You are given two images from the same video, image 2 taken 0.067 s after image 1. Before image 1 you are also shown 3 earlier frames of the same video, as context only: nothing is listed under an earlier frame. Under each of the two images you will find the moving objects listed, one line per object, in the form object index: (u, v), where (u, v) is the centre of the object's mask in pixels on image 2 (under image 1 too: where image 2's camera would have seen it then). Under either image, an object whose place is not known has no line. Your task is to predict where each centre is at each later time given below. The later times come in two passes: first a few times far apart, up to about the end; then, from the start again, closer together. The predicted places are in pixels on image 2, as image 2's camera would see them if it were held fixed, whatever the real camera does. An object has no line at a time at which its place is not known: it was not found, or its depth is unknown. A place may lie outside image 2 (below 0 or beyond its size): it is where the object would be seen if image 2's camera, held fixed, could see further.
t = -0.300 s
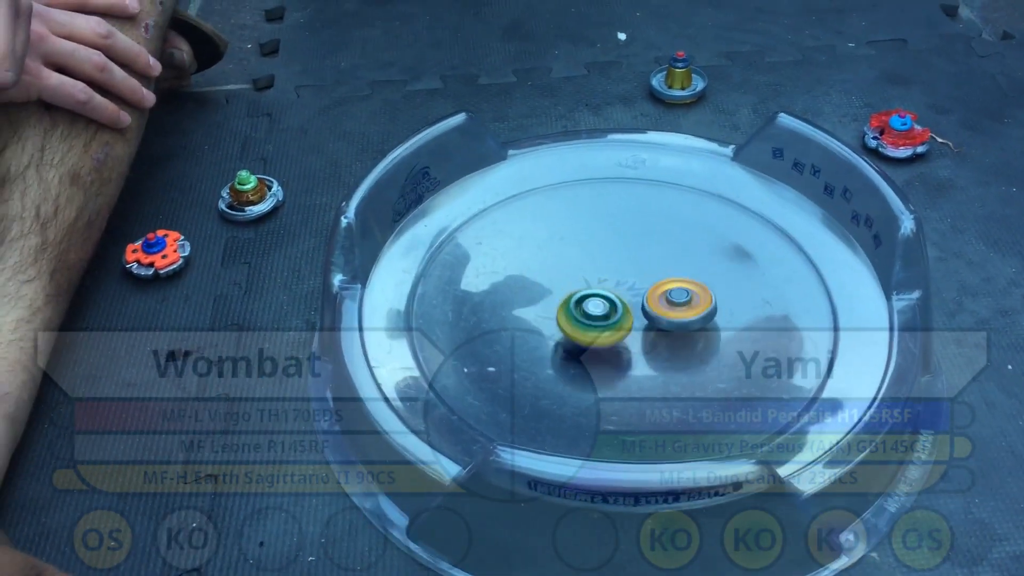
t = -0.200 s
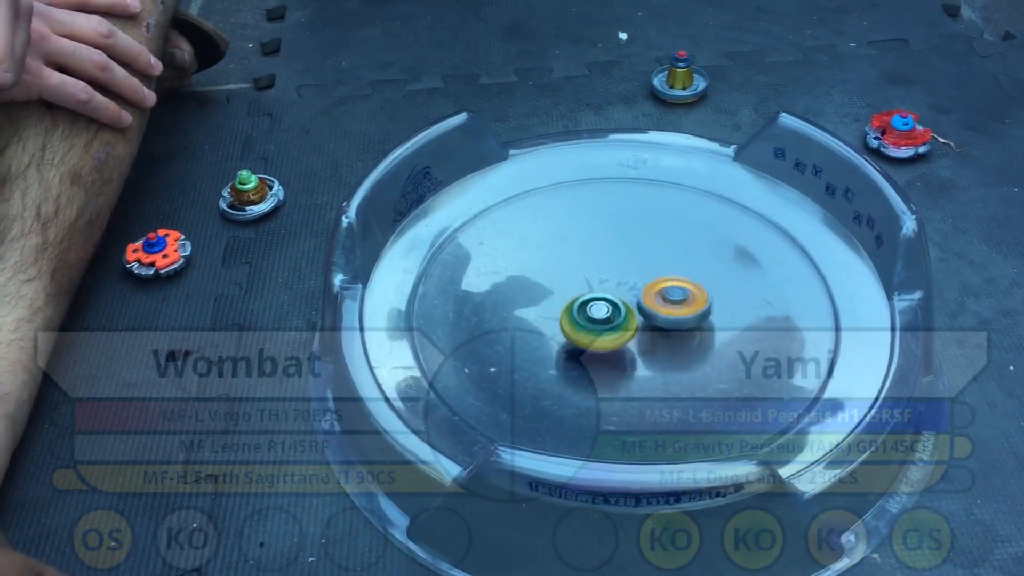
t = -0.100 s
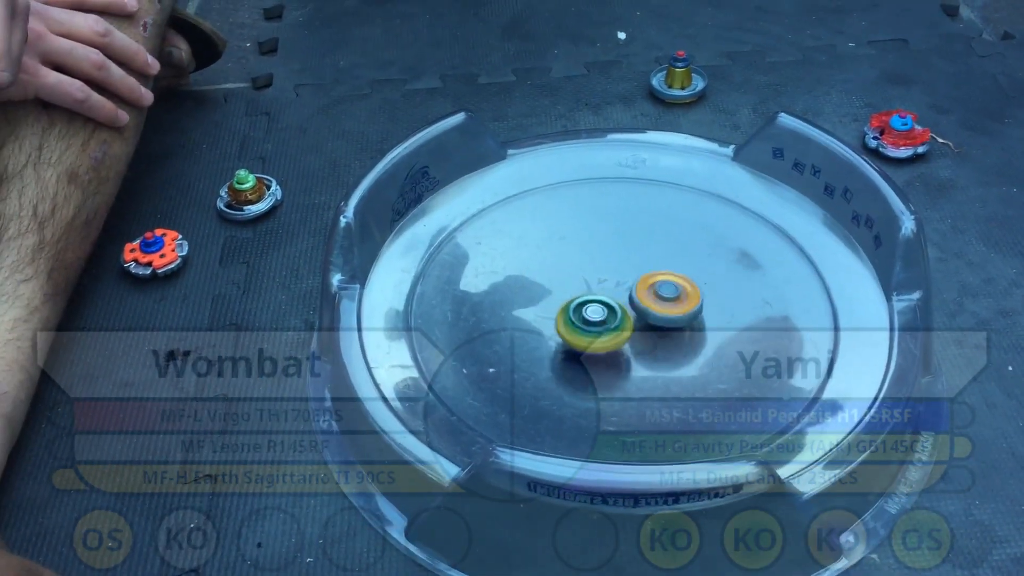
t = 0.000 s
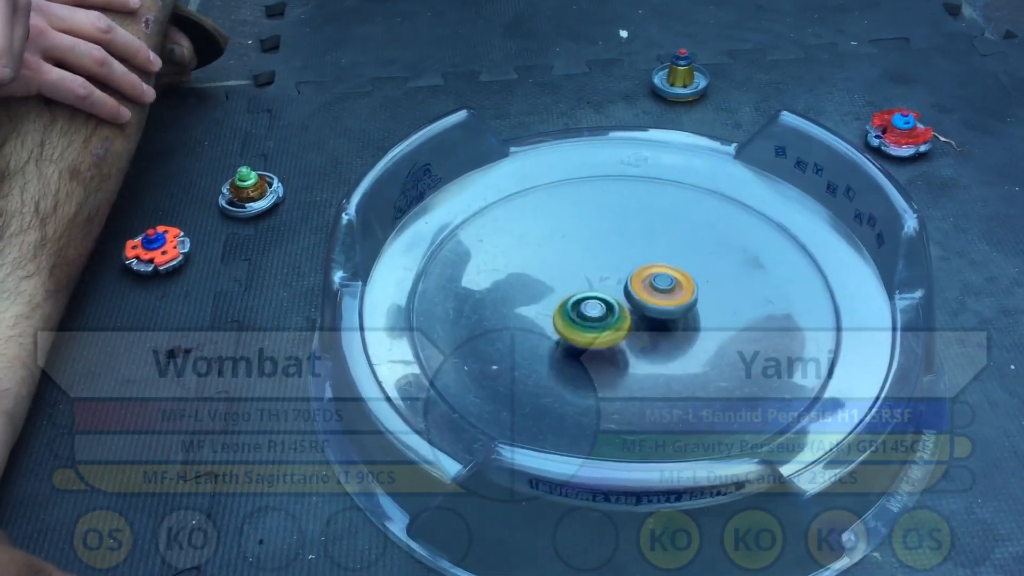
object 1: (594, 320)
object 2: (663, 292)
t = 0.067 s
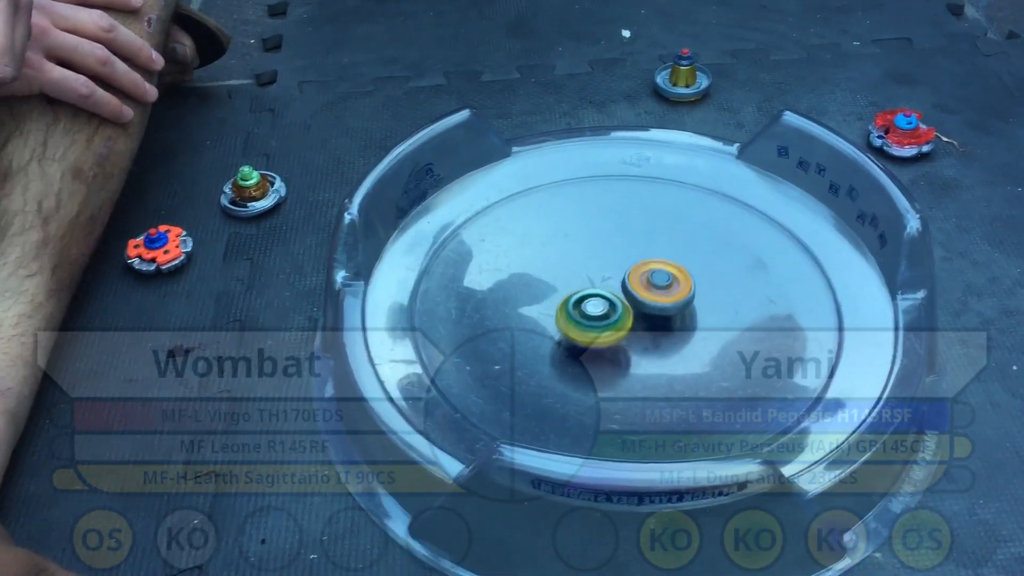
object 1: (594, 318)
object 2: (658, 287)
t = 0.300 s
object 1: (595, 311)
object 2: (655, 274)
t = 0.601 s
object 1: (603, 309)
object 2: (651, 268)
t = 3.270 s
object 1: (619, 325)
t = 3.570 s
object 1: (620, 322)
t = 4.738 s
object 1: (634, 314)
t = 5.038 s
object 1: (641, 307)
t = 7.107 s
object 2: (601, 351)
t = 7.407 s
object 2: (611, 352)
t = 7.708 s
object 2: (617, 352)
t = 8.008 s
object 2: (621, 352)
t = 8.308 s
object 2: (628, 349)
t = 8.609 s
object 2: (628, 345)
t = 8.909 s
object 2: (635, 335)
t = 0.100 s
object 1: (595, 317)
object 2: (657, 285)
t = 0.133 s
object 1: (596, 314)
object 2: (656, 284)
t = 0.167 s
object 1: (595, 314)
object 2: (655, 281)
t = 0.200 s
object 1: (596, 312)
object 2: (654, 279)
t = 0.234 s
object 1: (597, 310)
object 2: (653, 278)
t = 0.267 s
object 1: (596, 310)
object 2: (654, 275)
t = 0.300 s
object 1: (595, 311)
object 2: (655, 274)
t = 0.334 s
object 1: (594, 311)
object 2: (656, 274)
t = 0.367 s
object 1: (594, 311)
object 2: (654, 272)
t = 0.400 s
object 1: (595, 312)
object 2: (654, 270)
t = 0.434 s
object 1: (596, 311)
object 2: (653, 270)
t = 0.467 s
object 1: (596, 311)
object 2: (653, 269)
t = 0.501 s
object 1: (597, 310)
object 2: (652, 269)
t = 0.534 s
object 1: (599, 309)
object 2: (652, 269)
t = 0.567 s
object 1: (602, 309)
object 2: (652, 268)
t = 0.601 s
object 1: (603, 309)
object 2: (651, 268)
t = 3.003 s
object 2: (566, 271)
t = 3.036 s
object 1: (618, 313)
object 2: (566, 271)
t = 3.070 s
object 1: (619, 315)
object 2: (565, 270)
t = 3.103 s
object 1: (620, 316)
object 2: (566, 270)
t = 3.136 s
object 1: (620, 319)
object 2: (566, 273)
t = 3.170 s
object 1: (620, 320)
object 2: (566, 274)
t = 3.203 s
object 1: (620, 322)
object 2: (566, 275)
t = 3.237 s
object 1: (619, 323)
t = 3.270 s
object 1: (619, 325)
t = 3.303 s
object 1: (618, 325)
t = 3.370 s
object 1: (616, 326)
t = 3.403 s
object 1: (615, 325)
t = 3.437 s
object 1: (614, 324)
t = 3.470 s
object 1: (614, 323)
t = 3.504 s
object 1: (615, 322)
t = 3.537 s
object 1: (617, 322)
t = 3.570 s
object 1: (620, 322)
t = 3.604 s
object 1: (624, 322)
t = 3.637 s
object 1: (627, 323)
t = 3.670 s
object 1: (630, 323)
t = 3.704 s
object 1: (632, 323)
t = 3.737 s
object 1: (634, 323)
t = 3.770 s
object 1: (635, 322)
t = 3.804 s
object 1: (636, 322)
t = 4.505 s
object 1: (654, 315)
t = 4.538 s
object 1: (649, 316)
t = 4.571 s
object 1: (645, 316)
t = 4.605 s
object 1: (639, 316)
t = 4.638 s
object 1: (634, 315)
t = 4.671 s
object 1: (636, 314)
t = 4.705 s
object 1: (634, 314)
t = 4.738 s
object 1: (634, 314)
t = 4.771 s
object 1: (637, 313)
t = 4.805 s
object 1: (638, 313)
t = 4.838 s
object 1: (640, 313)
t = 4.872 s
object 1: (642, 311)
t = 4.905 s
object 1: (643, 311)
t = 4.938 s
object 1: (642, 310)
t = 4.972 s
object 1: (642, 310)
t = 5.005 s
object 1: (642, 309)
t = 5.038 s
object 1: (641, 307)
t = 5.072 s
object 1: (640, 307)
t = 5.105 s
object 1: (639, 305)
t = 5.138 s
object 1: (637, 304)
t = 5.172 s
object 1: (635, 303)
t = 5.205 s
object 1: (635, 302)
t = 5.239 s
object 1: (636, 300)
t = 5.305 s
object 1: (635, 298)
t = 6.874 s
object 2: (592, 349)
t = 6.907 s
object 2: (596, 350)
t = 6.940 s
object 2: (598, 350)
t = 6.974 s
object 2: (599, 350)
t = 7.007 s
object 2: (599, 351)
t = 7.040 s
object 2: (600, 351)
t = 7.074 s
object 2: (600, 351)
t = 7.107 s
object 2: (601, 351)
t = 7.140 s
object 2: (602, 353)
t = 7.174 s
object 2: (602, 352)
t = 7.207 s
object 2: (604, 351)
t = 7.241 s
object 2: (607, 350)
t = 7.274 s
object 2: (608, 351)
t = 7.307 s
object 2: (609, 352)
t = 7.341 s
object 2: (610, 352)
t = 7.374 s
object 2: (610, 352)
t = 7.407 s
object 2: (611, 352)
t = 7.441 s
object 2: (612, 351)
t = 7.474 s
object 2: (614, 351)
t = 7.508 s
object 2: (614, 352)
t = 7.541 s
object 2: (615, 352)
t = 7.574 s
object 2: (615, 351)
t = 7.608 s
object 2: (616, 351)
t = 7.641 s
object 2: (616, 352)
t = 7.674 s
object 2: (616, 352)
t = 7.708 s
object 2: (617, 352)
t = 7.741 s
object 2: (616, 351)
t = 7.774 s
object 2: (618, 350)
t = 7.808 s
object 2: (621, 350)
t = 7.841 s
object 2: (622, 352)
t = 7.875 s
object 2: (622, 353)
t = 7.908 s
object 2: (622, 352)
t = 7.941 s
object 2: (622, 354)
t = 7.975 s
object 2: (621, 354)
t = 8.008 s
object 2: (621, 352)
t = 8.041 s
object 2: (624, 349)
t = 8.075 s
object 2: (627, 349)
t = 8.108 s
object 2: (628, 350)
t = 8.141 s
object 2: (629, 351)
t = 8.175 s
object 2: (629, 351)
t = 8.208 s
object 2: (629, 351)
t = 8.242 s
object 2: (628, 351)
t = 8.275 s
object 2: (628, 350)
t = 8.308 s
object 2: (628, 349)
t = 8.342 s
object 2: (629, 348)
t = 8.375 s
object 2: (631, 348)
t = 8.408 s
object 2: (632, 350)
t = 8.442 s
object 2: (629, 351)
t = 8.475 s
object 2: (627, 350)
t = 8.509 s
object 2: (627, 347)
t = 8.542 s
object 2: (631, 344)
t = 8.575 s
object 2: (631, 346)
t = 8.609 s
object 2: (628, 345)
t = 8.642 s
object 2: (626, 342)
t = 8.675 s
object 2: (628, 340)
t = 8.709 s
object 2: (629, 341)
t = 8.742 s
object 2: (627, 339)
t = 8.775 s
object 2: (628, 337)
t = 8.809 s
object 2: (630, 336)
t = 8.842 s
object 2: (632, 337)
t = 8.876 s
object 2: (634, 336)
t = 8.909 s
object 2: (635, 335)
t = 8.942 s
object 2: (636, 334)
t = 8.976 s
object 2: (638, 335)
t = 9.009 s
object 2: (638, 336)
